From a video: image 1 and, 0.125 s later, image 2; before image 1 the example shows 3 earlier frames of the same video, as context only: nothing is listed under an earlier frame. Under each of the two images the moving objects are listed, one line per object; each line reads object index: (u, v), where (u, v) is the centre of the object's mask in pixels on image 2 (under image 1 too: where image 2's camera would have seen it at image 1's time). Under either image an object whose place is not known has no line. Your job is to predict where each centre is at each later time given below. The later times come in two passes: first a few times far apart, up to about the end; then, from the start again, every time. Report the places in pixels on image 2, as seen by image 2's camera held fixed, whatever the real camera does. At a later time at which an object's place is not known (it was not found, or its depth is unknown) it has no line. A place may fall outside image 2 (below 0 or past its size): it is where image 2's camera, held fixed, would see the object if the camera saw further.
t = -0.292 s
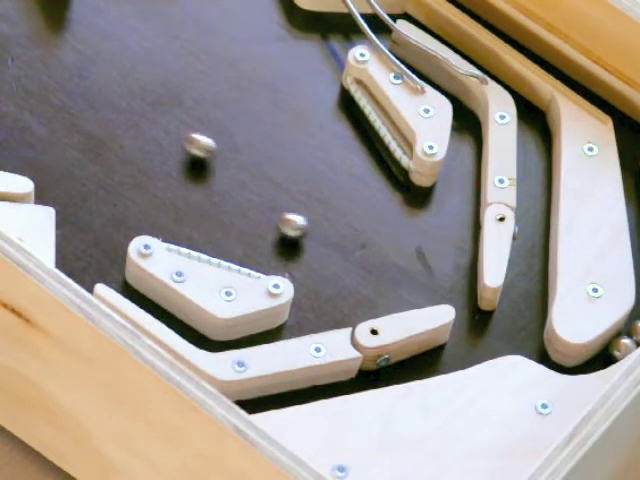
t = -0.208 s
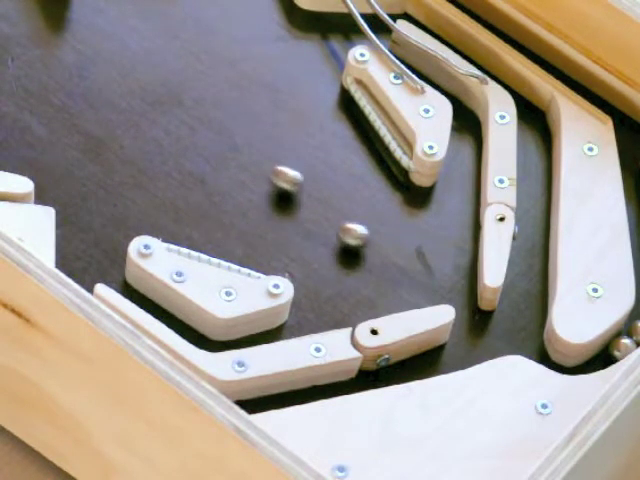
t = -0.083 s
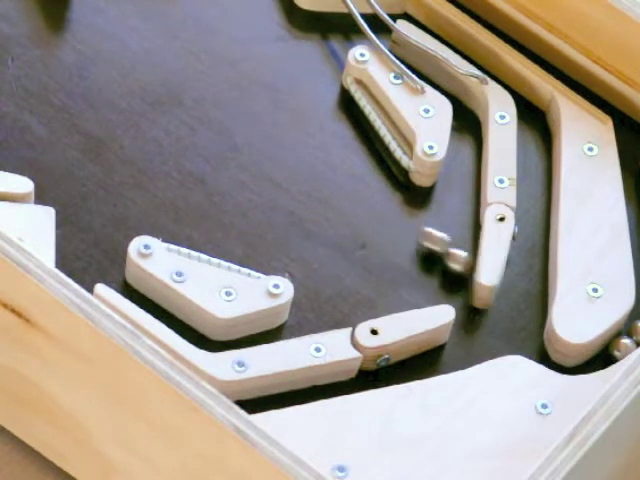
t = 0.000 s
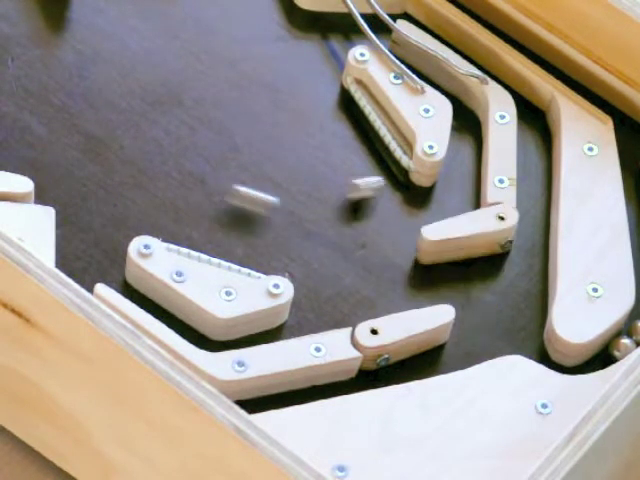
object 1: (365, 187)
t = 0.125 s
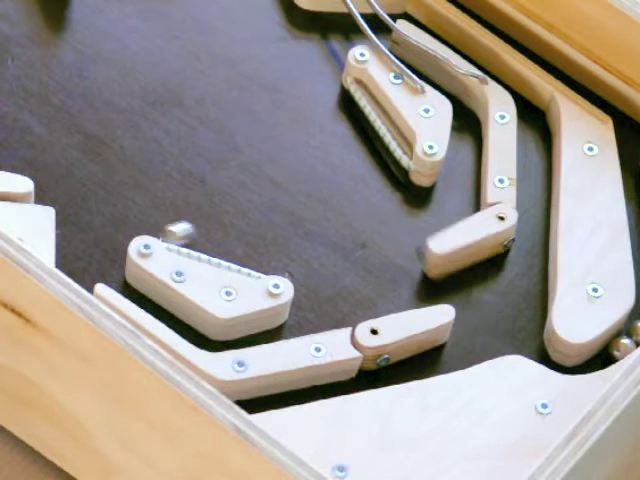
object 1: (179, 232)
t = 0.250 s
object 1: (114, 191)
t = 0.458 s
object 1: (56, 153)
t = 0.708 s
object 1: (52, 149)
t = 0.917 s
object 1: (111, 211)
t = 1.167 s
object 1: (212, 221)
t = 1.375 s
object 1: (338, 230)
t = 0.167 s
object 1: (151, 218)
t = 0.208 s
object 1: (132, 203)
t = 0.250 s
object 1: (114, 191)
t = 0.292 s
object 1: (99, 181)
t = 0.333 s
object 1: (85, 171)
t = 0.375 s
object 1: (74, 163)
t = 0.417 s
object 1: (64, 157)
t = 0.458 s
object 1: (56, 153)
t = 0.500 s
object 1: (51, 149)
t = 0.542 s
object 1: (47, 146)
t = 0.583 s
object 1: (46, 144)
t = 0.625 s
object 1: (46, 144)
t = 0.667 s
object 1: (48, 146)
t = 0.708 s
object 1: (52, 149)
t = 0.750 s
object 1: (58, 153)
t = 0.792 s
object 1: (66, 158)
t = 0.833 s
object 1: (76, 165)
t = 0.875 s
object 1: (90, 179)
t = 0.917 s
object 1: (111, 211)
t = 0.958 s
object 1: (130, 233)
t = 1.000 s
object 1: (140, 222)
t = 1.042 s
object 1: (161, 229)
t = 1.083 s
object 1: (176, 227)
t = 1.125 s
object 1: (193, 223)
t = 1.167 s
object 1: (212, 221)
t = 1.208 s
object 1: (233, 220)
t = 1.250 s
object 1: (256, 220)
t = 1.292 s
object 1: (282, 222)
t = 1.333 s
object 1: (309, 225)
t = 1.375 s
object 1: (338, 230)
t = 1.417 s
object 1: (368, 237)
